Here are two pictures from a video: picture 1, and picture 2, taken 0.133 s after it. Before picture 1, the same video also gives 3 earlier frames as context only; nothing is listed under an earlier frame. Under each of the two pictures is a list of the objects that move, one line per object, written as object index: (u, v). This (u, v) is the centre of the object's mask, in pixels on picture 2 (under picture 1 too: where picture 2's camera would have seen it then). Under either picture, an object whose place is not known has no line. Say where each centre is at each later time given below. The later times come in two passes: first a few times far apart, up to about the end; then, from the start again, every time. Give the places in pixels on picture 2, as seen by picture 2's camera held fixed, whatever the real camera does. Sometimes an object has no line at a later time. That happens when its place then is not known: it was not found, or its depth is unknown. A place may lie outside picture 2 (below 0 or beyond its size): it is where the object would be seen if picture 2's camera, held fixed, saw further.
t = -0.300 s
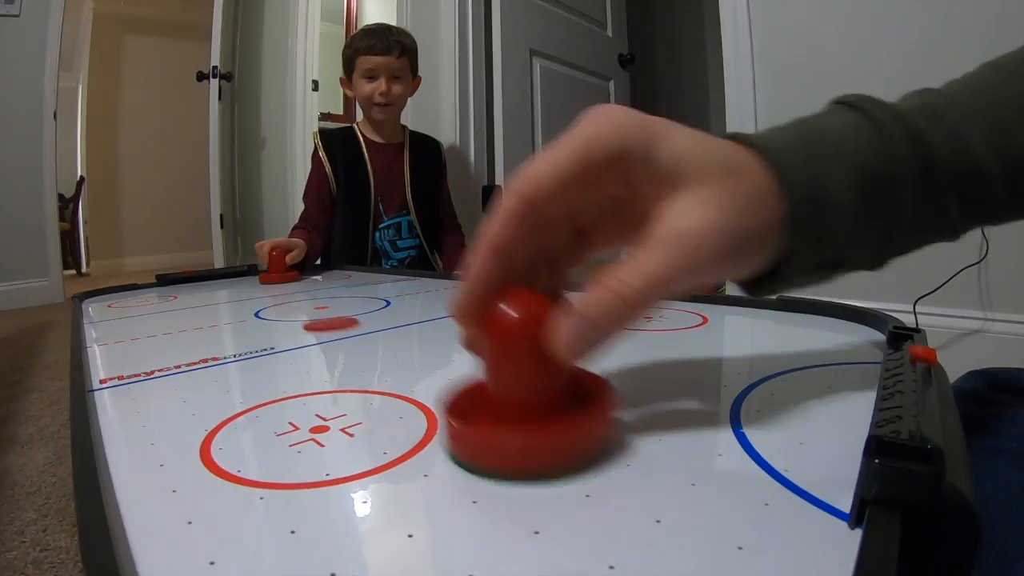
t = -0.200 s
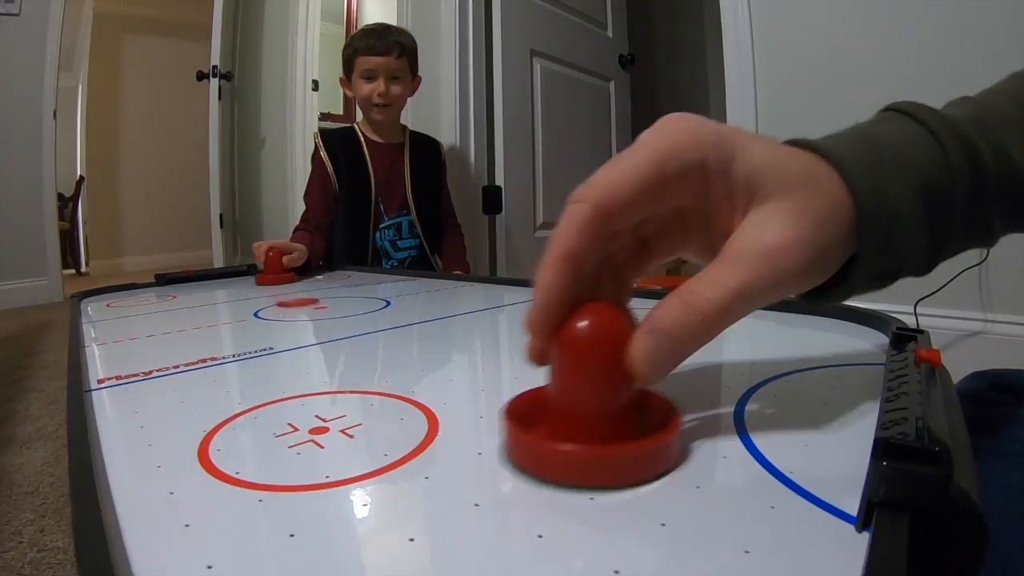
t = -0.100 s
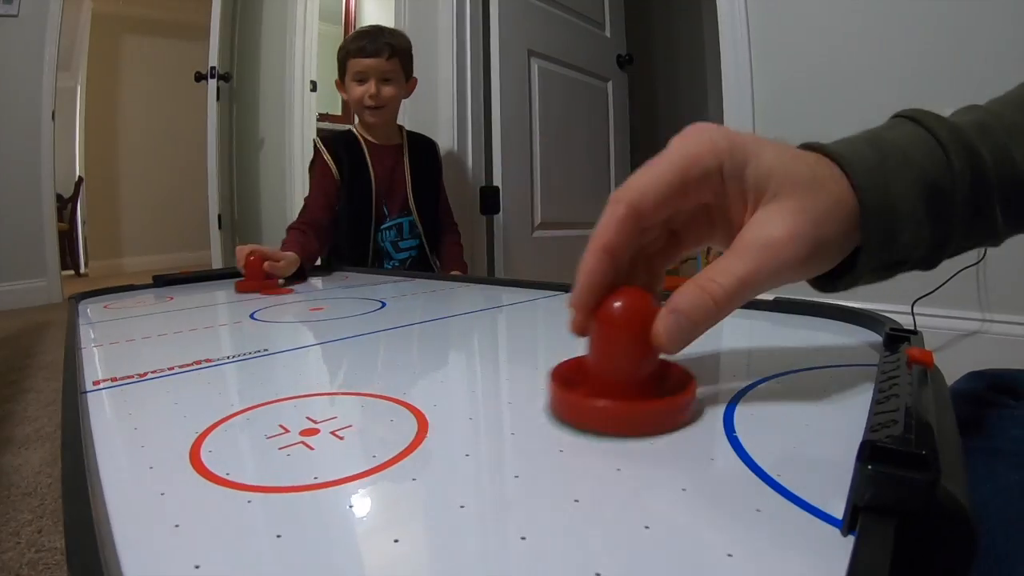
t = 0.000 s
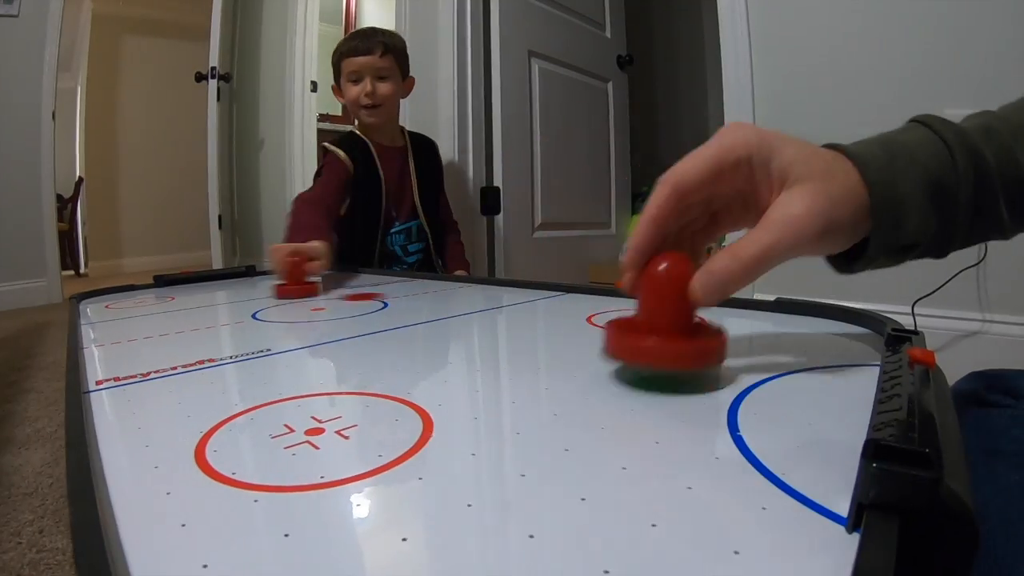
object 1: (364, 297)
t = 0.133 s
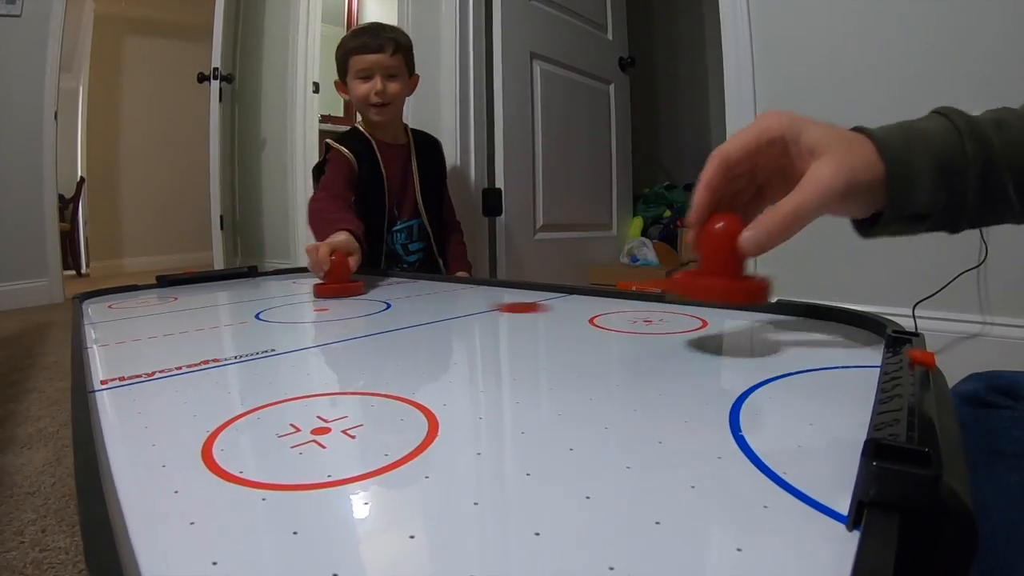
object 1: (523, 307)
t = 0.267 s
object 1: (727, 320)
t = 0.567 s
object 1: (754, 378)
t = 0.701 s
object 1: (620, 422)
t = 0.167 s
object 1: (569, 310)
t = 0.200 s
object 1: (621, 313)
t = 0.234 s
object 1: (671, 316)
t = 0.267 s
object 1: (727, 320)
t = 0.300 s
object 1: (780, 322)
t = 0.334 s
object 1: (828, 327)
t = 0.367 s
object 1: (840, 335)
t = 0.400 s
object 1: (851, 344)
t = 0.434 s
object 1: (835, 350)
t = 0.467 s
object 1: (817, 356)
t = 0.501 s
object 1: (798, 363)
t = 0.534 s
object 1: (777, 371)
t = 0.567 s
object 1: (754, 378)
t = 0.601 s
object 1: (727, 388)
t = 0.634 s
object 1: (696, 398)
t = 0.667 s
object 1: (662, 410)
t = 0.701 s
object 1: (620, 422)
